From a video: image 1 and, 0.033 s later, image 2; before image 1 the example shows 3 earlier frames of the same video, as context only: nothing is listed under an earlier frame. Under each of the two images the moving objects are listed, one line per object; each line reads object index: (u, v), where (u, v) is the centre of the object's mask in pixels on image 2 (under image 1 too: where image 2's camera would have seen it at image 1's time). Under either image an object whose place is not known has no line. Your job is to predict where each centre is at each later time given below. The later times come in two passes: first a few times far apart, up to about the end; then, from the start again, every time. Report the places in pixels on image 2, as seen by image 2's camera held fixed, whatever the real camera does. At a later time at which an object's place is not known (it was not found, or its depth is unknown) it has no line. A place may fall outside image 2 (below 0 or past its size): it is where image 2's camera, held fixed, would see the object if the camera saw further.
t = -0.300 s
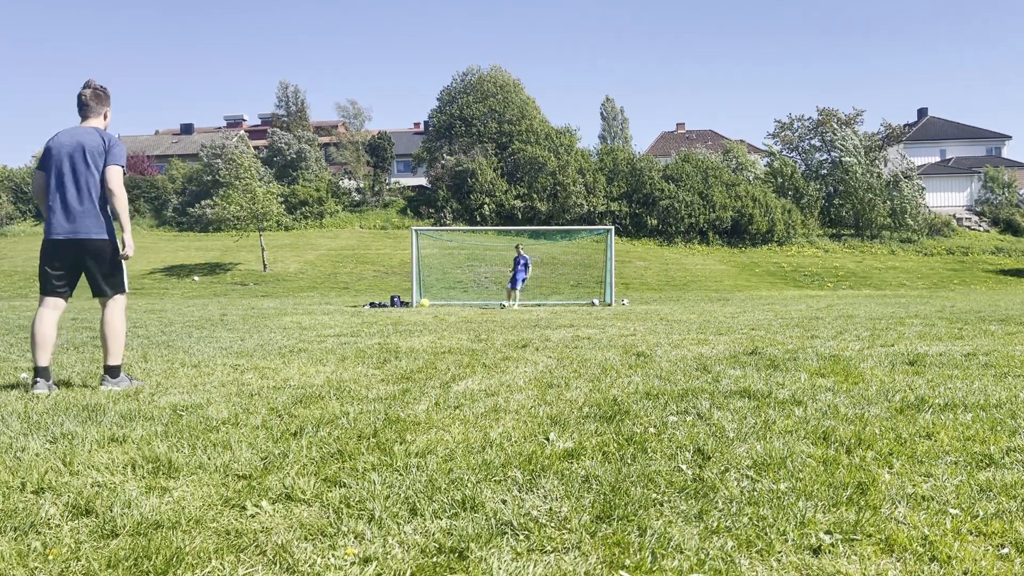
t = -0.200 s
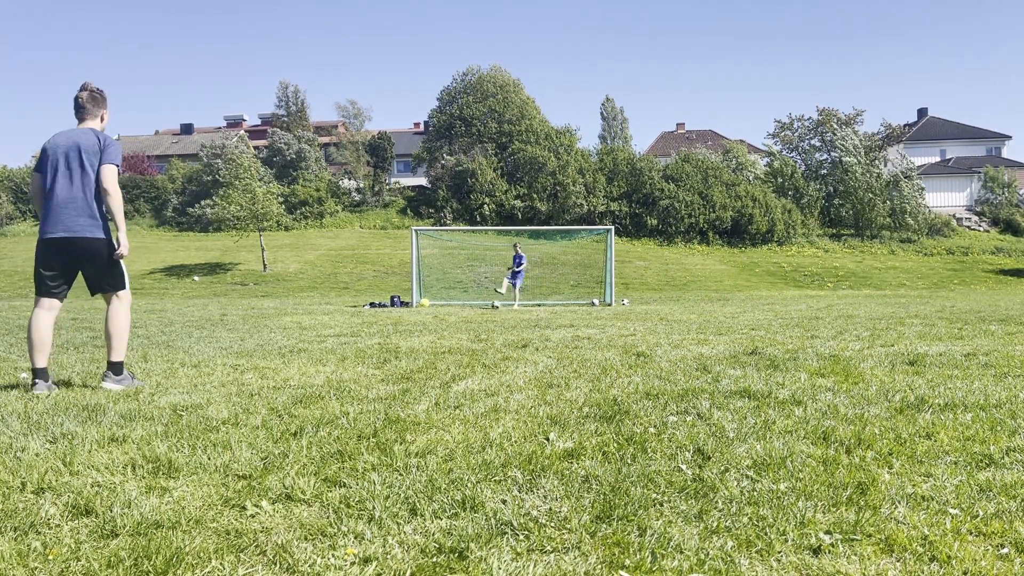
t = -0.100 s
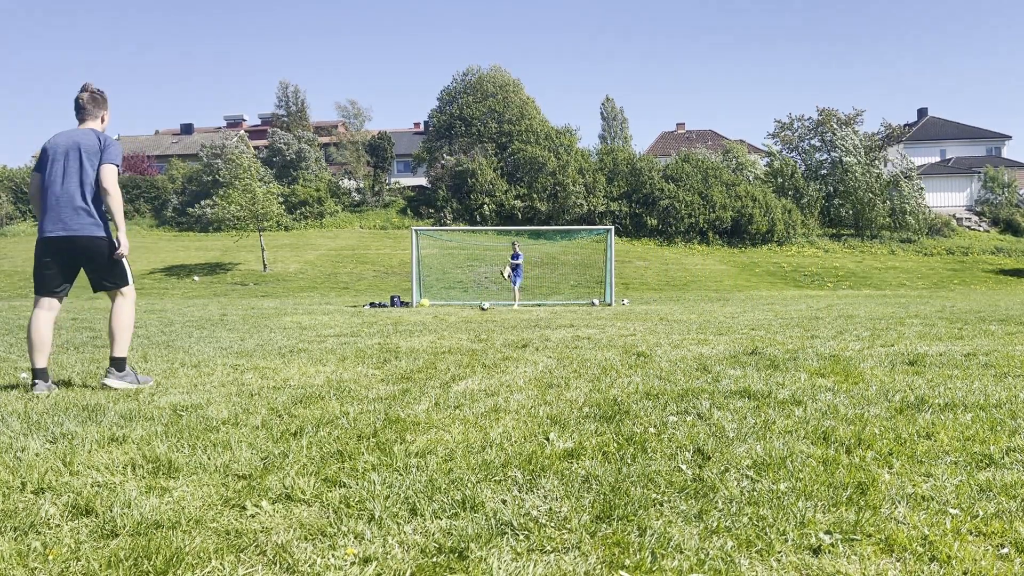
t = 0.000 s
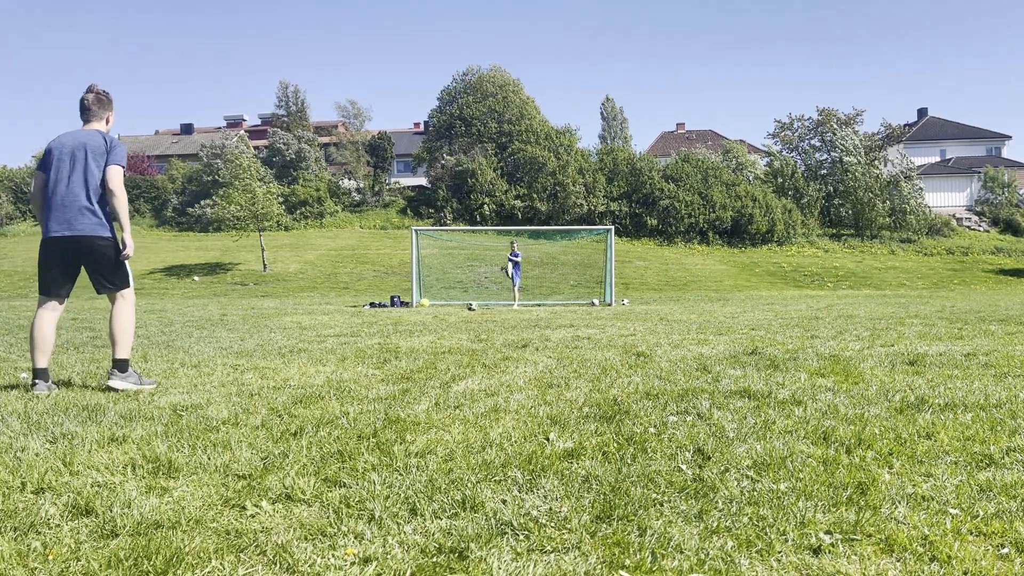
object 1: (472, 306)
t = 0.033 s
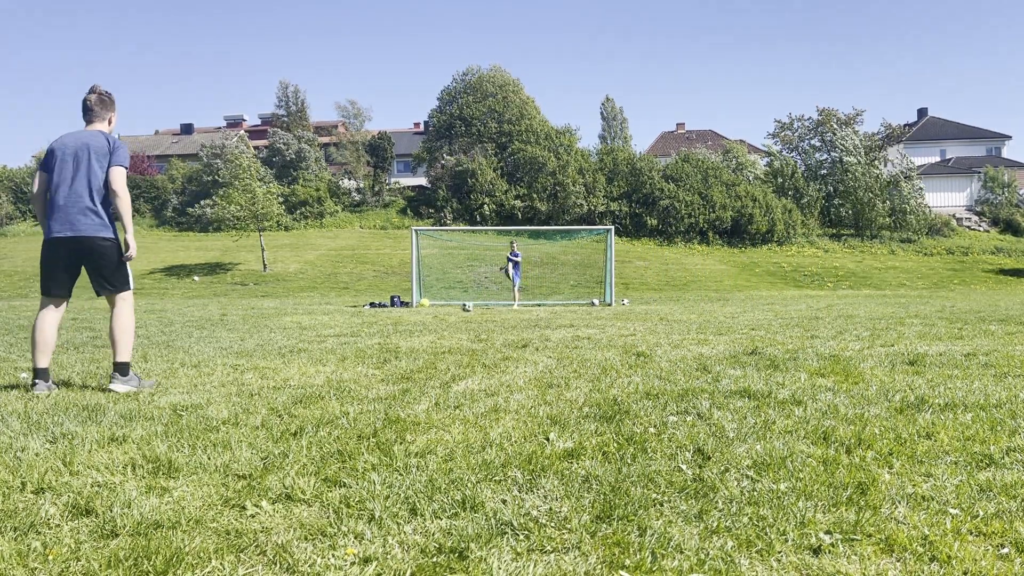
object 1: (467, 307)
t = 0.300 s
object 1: (431, 315)
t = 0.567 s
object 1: (392, 315)
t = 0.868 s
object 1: (340, 324)
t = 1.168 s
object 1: (259, 343)
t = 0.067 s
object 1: (463, 308)
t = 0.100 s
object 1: (459, 310)
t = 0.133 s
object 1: (454, 310)
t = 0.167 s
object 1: (450, 311)
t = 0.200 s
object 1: (445, 312)
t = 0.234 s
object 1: (440, 313)
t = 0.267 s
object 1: (436, 315)
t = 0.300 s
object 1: (431, 315)
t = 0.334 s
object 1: (426, 316)
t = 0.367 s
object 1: (421, 317)
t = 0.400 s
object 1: (416, 317)
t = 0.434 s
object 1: (411, 319)
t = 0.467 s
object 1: (406, 321)
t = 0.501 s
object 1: (402, 318)
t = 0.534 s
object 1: (397, 316)
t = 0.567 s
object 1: (392, 315)
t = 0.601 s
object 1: (387, 314)
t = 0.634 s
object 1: (382, 315)
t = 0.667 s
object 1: (377, 316)
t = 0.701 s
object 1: (371, 318)
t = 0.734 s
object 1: (366, 322)
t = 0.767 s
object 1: (359, 326)
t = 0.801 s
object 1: (353, 330)
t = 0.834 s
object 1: (347, 327)
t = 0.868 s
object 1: (340, 324)
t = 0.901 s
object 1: (332, 321)
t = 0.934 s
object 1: (325, 319)
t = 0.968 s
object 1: (317, 319)
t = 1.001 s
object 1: (308, 320)
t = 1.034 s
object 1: (299, 321)
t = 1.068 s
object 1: (290, 325)
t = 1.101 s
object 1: (280, 329)
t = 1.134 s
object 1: (270, 336)
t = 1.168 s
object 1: (259, 343)
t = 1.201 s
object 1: (248, 349)
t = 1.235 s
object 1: (236, 349)
